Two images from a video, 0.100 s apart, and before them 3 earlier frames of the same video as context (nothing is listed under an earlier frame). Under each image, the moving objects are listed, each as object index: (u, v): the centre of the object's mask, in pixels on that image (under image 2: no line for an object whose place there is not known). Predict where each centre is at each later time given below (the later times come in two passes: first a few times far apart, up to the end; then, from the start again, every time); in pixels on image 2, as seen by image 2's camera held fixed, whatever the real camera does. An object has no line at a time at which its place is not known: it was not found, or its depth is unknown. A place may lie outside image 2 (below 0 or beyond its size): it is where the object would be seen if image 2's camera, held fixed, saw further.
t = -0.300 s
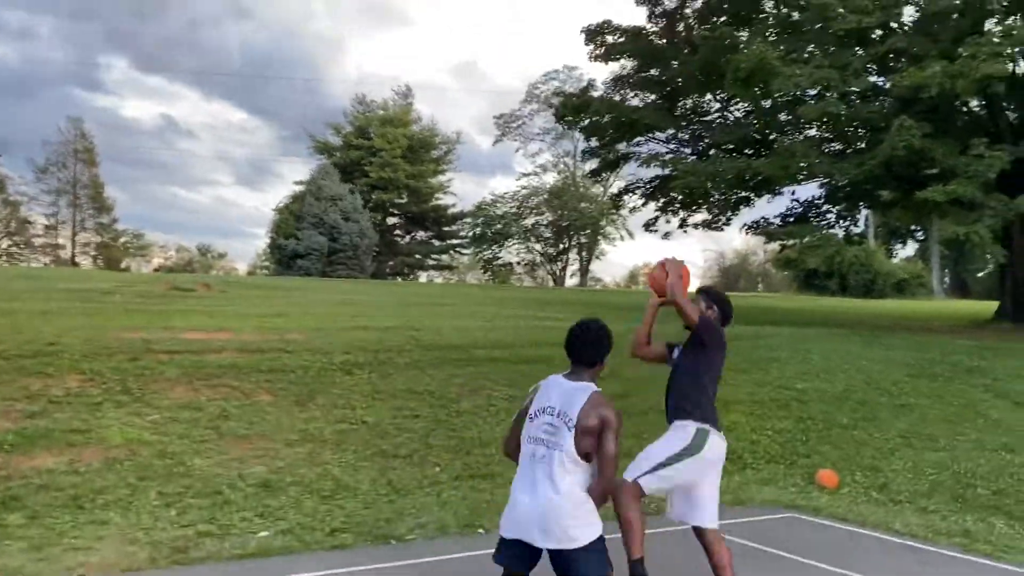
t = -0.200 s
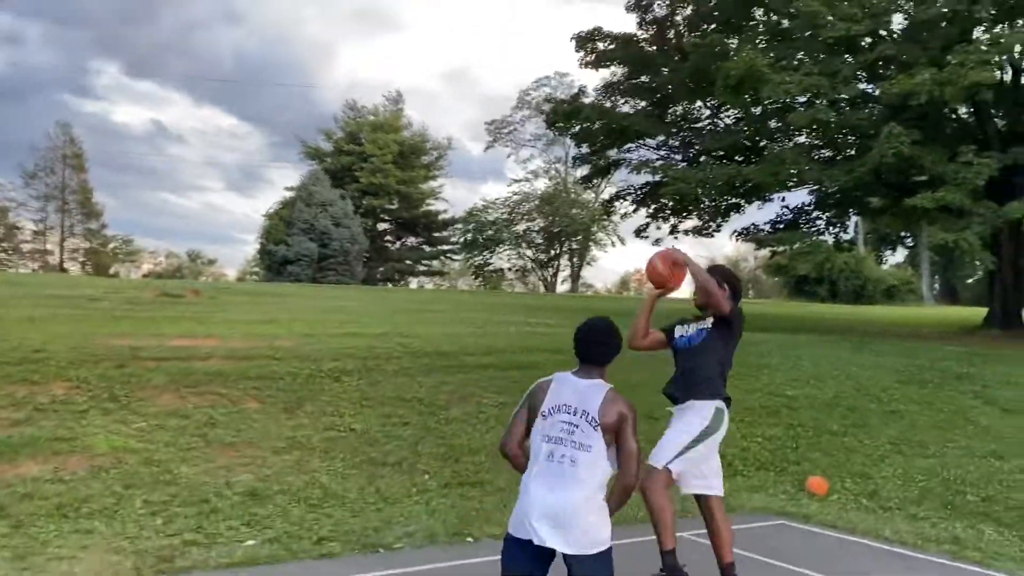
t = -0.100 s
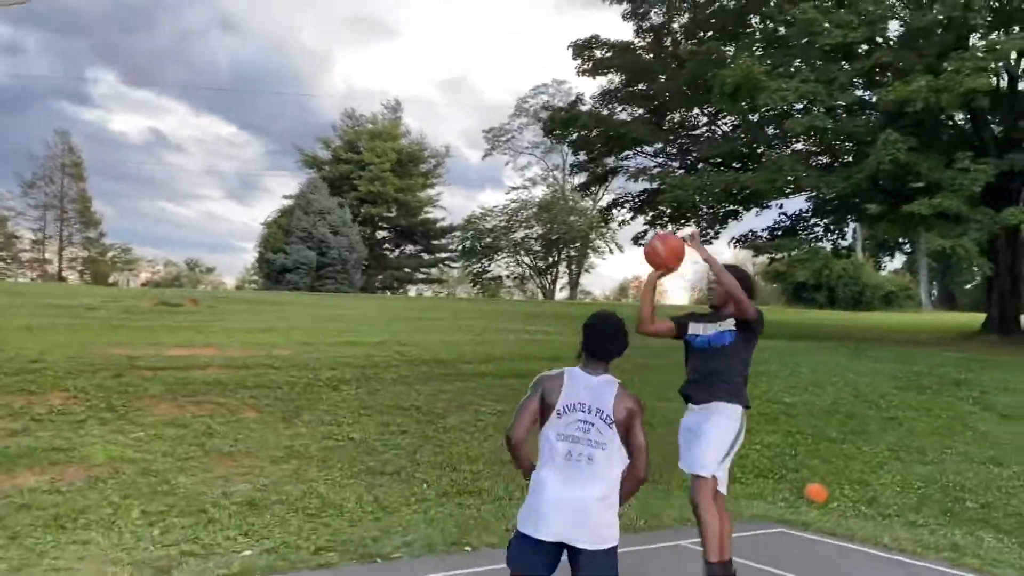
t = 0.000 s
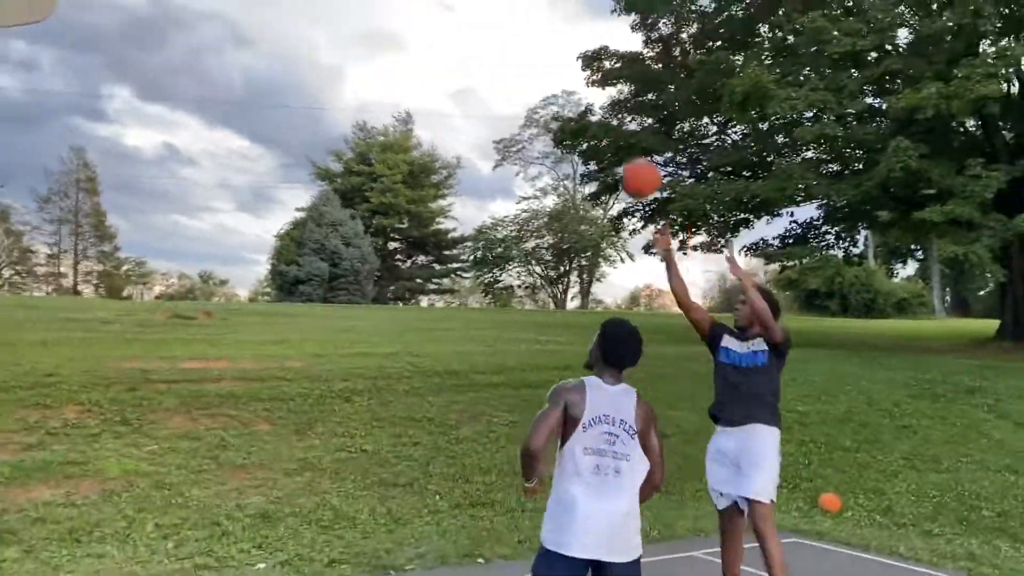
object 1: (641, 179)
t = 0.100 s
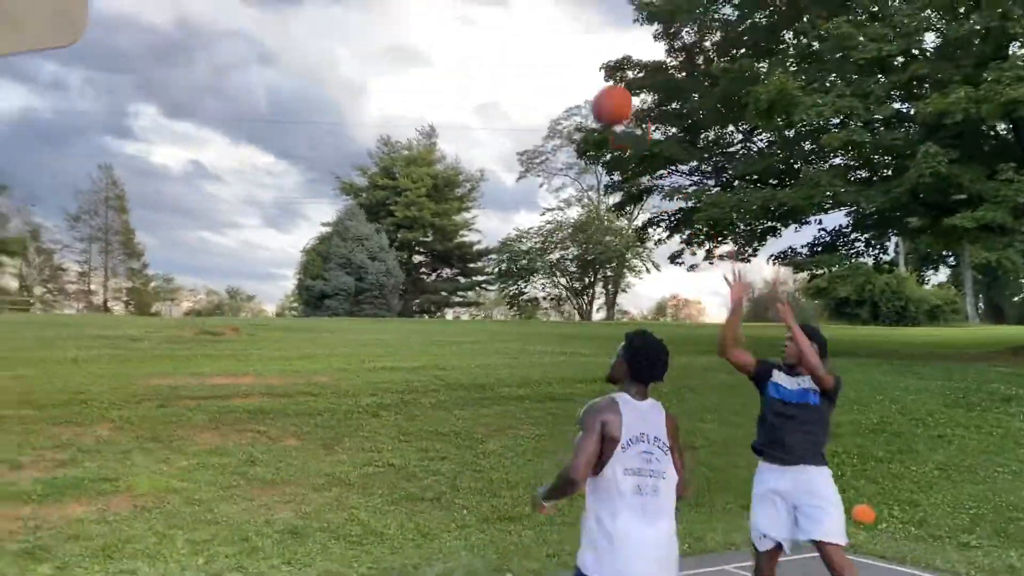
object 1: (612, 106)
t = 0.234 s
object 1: (536, 17)
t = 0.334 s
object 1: (475, -32)
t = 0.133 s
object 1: (593, 81)
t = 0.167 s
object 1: (574, 58)
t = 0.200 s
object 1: (555, 36)
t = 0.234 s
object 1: (536, 17)
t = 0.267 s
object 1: (516, -1)
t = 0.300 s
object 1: (496, -18)
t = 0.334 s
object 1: (475, -32)
